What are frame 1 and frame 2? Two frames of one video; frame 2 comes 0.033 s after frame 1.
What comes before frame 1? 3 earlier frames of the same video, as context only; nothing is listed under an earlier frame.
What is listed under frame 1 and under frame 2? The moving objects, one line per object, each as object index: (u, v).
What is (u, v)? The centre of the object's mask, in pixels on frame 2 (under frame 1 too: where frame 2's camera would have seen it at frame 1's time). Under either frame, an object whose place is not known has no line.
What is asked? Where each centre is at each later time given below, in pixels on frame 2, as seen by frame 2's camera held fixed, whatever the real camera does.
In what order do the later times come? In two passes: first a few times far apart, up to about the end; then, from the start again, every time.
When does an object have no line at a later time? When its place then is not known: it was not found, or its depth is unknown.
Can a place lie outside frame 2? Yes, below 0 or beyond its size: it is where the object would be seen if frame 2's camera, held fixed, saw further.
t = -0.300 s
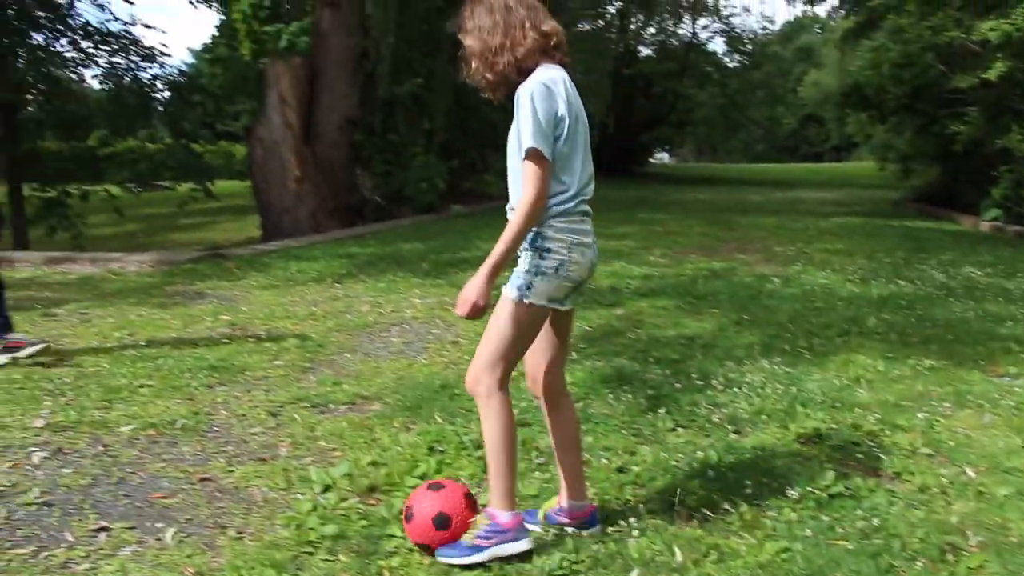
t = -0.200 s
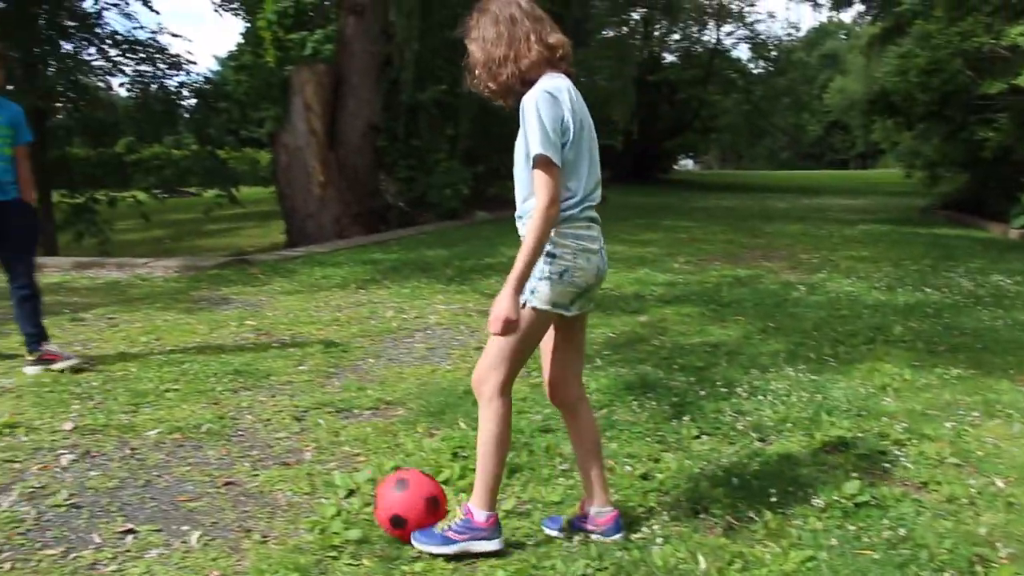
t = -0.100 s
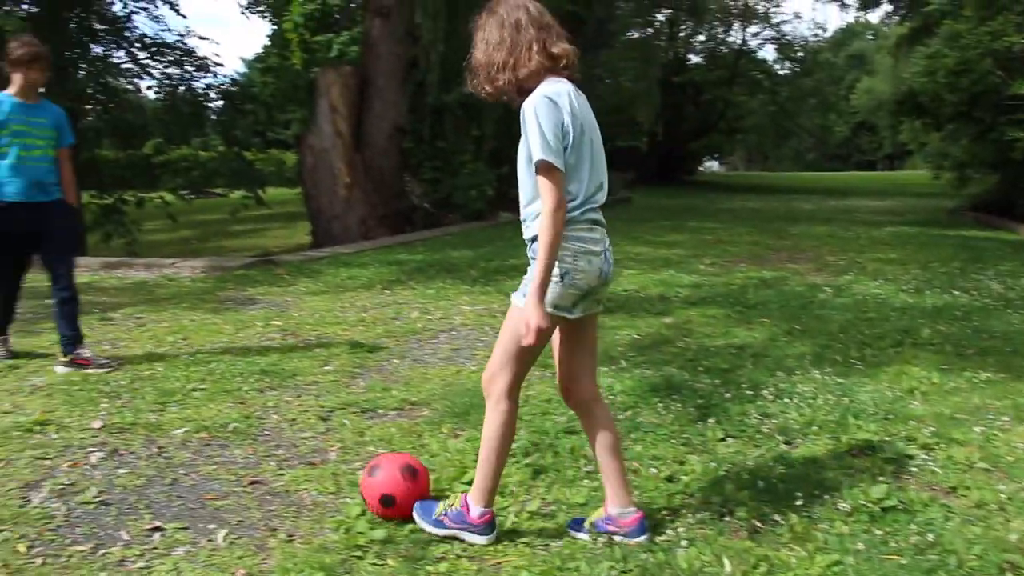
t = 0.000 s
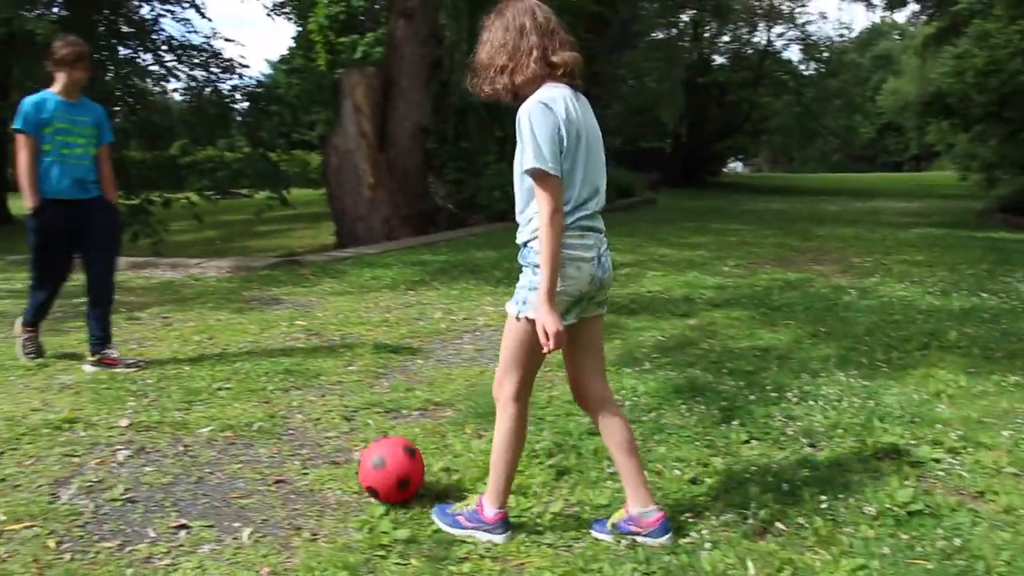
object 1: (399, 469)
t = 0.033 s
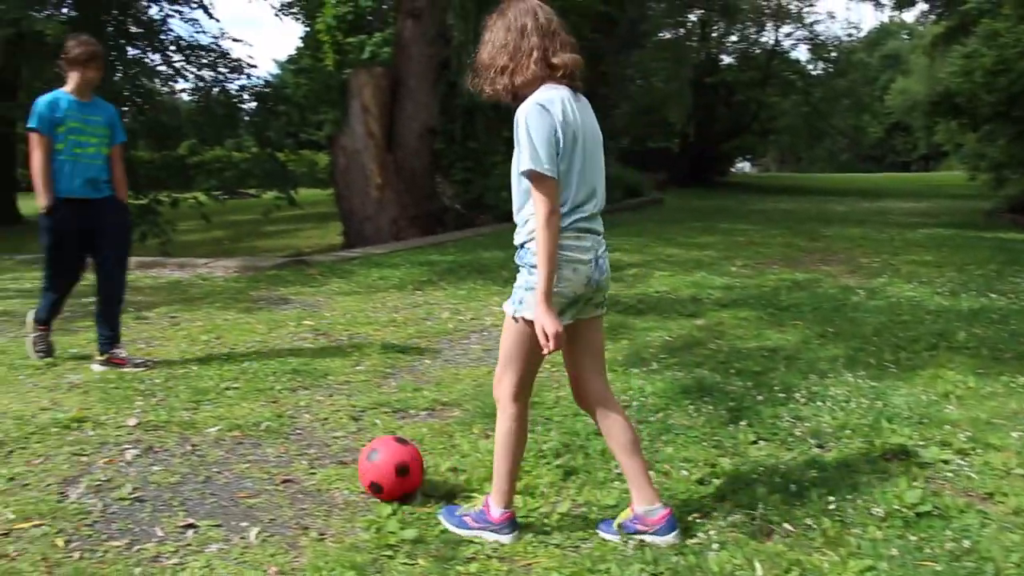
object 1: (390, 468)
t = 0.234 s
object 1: (342, 453)
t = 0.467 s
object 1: (290, 439)
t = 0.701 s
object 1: (247, 429)
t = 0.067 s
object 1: (383, 468)
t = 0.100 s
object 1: (374, 463)
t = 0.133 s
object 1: (366, 460)
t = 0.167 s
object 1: (358, 458)
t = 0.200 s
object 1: (350, 456)
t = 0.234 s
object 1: (342, 453)
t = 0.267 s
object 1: (334, 451)
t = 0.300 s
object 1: (327, 449)
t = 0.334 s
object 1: (319, 447)
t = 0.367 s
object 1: (311, 445)
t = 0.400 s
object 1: (304, 443)
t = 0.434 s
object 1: (297, 442)
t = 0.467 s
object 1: (290, 439)
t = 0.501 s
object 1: (283, 437)
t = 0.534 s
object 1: (277, 436)
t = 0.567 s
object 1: (271, 433)
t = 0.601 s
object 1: (265, 432)
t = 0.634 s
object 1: (259, 431)
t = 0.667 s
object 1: (253, 430)
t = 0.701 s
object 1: (247, 429)
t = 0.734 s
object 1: (241, 426)
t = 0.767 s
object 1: (235, 426)
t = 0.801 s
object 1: (230, 424)
